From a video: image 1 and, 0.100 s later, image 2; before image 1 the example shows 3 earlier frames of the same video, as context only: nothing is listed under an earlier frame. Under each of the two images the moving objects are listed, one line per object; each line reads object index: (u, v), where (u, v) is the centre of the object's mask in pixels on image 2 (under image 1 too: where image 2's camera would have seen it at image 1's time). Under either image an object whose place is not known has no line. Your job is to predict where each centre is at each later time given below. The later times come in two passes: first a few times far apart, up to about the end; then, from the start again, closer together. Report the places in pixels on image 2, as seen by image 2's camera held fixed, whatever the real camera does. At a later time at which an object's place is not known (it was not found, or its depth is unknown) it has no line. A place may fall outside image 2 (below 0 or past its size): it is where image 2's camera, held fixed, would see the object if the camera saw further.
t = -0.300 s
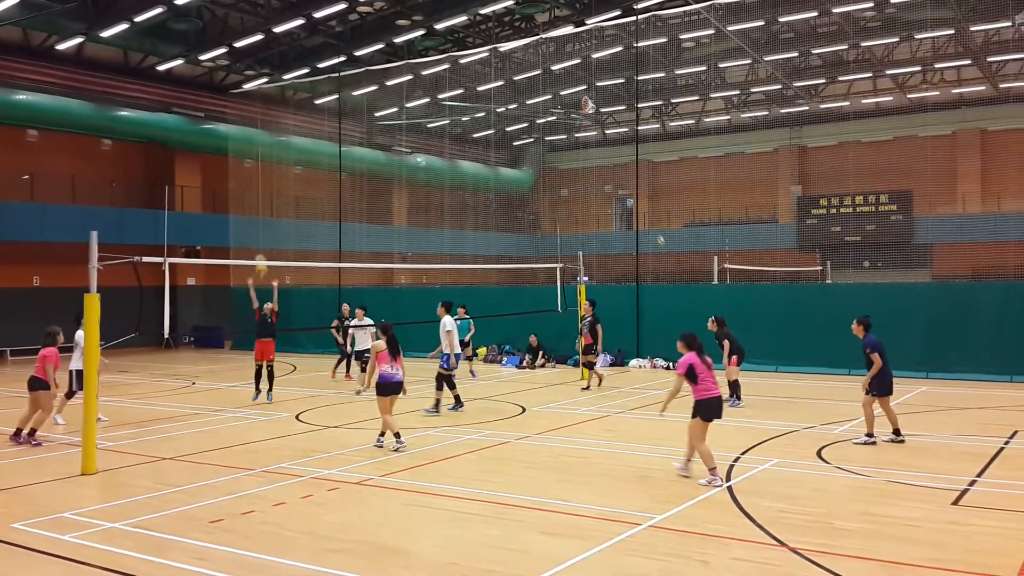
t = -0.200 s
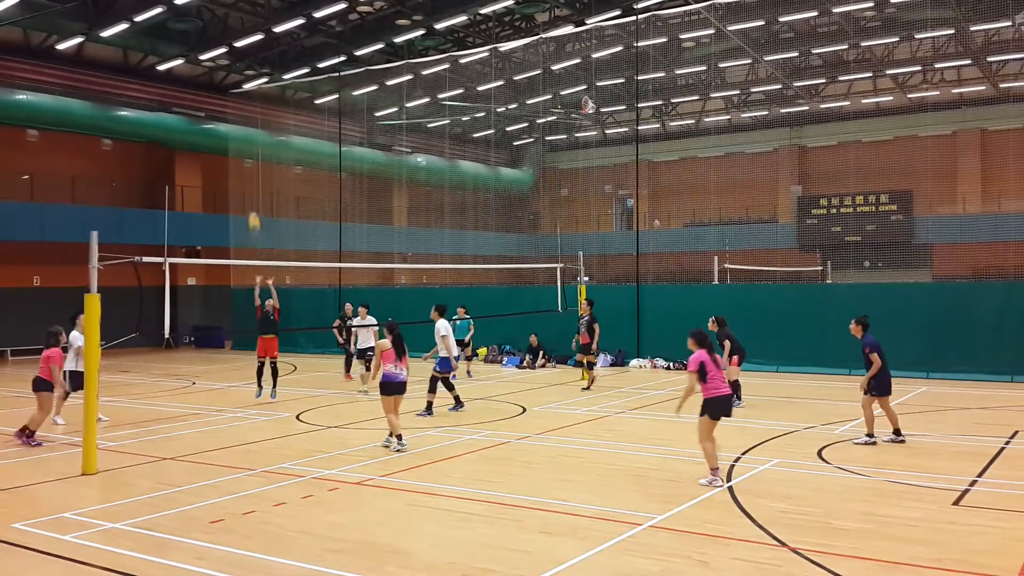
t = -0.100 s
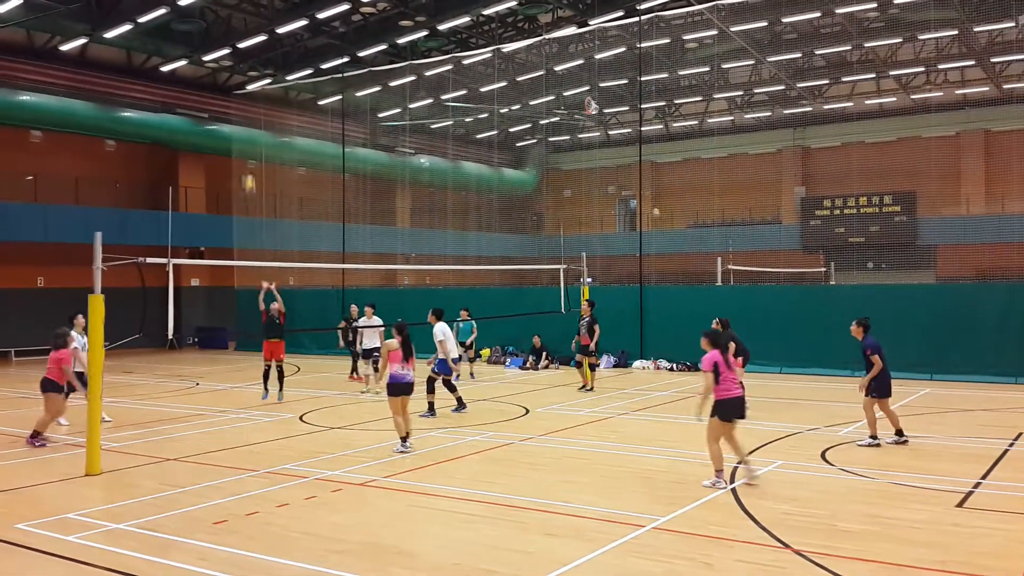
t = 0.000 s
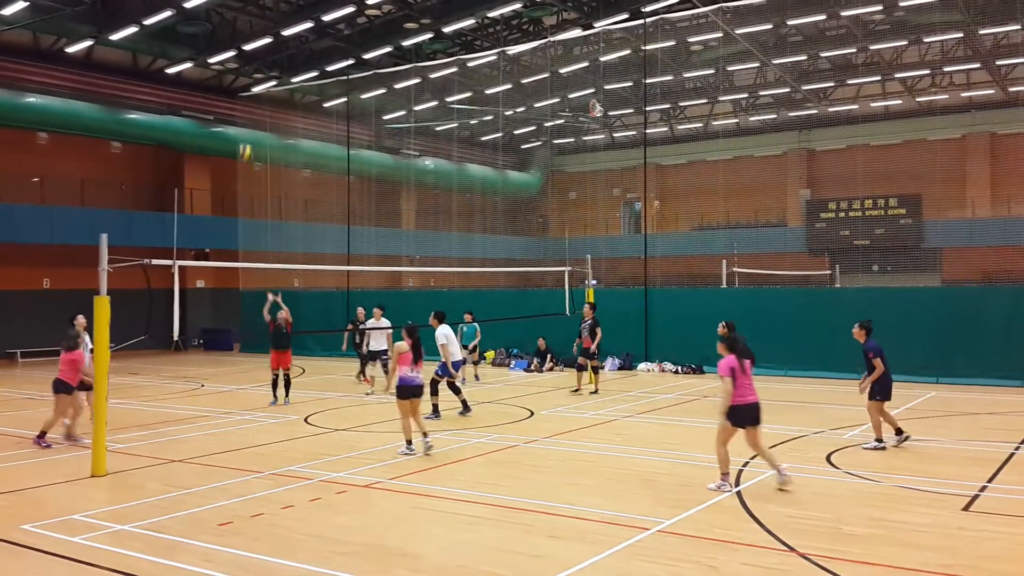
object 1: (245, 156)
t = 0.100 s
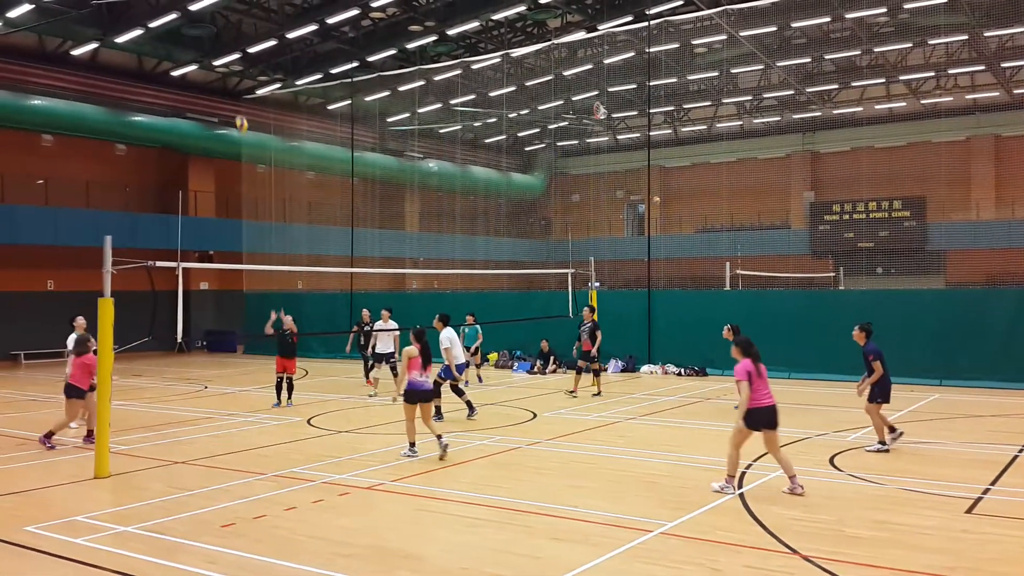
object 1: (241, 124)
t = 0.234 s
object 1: (231, 92)
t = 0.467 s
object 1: (209, 62)
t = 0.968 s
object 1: (155, 127)
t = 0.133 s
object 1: (239, 117)
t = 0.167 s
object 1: (236, 107)
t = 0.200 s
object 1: (233, 98)
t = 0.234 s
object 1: (231, 92)
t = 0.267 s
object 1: (229, 87)
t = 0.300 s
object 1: (226, 82)
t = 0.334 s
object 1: (222, 77)
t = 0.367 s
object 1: (219, 72)
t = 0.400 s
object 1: (215, 67)
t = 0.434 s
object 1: (212, 64)
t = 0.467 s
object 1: (209, 62)
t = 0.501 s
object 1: (206, 60)
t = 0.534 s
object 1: (200, 59)
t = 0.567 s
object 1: (196, 59)
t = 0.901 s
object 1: (161, 106)
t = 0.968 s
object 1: (155, 127)
